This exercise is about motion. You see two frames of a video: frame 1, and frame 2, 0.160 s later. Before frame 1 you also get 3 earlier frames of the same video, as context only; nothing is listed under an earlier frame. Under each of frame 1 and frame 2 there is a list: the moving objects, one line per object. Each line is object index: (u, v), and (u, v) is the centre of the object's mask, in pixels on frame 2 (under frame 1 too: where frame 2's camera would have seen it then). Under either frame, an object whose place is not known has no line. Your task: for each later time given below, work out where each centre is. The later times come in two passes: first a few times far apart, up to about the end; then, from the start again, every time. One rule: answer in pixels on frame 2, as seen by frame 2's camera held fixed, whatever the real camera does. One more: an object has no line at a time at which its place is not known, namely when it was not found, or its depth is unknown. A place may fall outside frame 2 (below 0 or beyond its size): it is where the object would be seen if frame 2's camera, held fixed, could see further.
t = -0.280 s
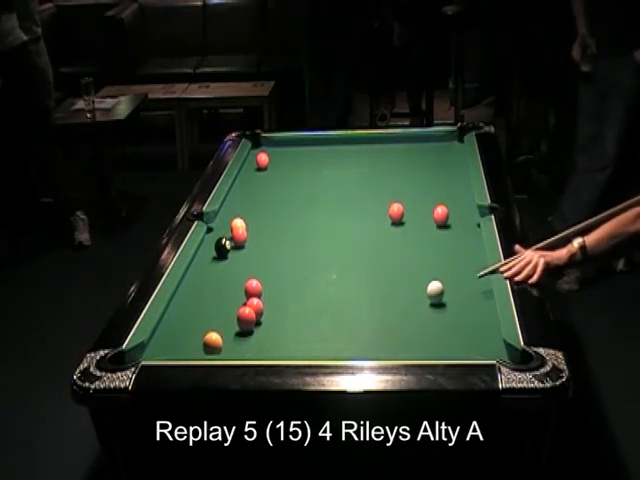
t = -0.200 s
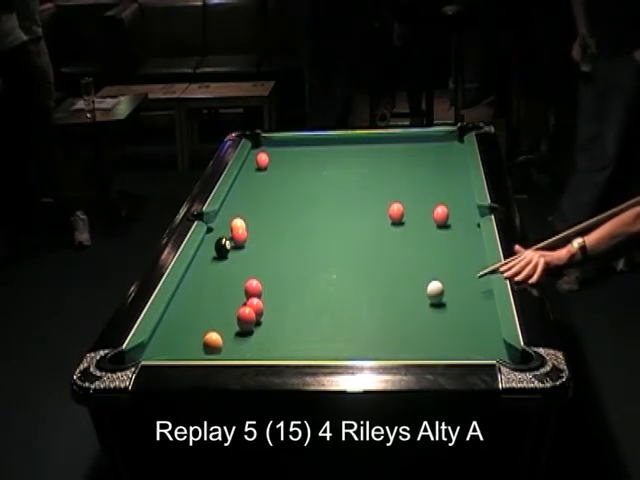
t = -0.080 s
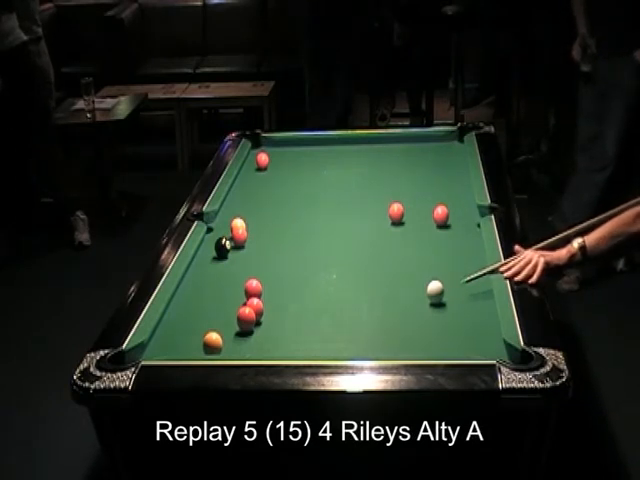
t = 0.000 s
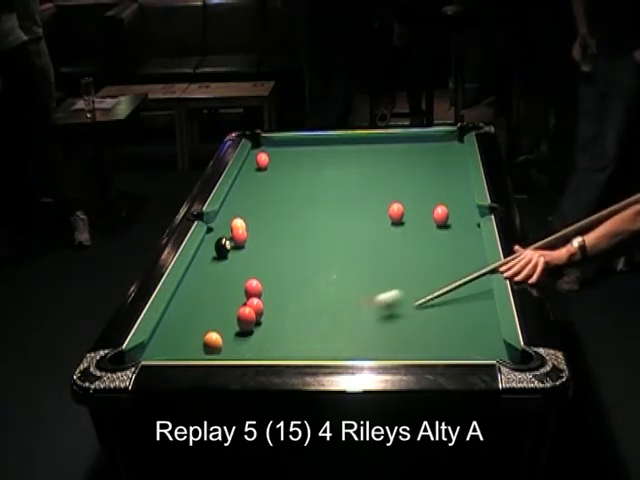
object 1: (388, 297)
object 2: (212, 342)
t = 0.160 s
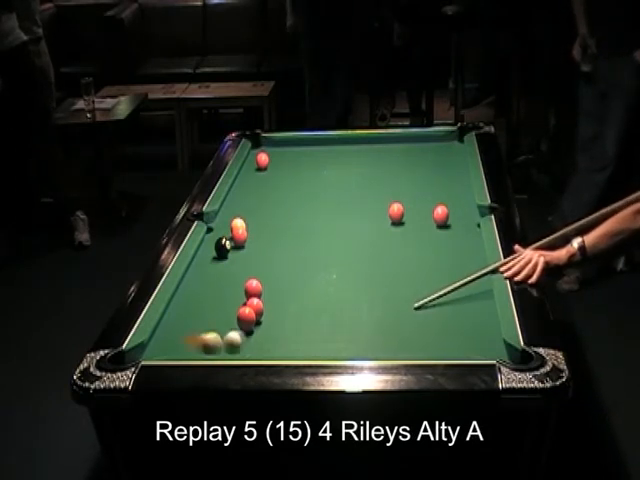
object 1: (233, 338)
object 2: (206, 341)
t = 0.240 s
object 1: (237, 345)
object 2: (143, 350)
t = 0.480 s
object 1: (266, 339)
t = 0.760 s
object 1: (299, 326)
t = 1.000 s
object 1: (325, 316)
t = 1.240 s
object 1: (348, 309)
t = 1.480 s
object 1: (369, 304)
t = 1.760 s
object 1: (391, 296)
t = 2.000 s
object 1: (407, 290)
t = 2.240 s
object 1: (420, 284)
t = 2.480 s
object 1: (432, 279)
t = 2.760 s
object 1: (443, 274)
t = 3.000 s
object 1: (451, 271)
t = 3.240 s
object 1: (457, 268)
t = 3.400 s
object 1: (460, 267)
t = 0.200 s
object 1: (235, 342)
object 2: (173, 344)
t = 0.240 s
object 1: (237, 345)
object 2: (143, 350)
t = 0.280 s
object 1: (239, 348)
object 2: (135, 355)
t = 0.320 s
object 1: (244, 346)
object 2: (129, 359)
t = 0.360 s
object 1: (250, 345)
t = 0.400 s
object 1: (255, 344)
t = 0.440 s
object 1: (261, 342)
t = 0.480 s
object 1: (266, 339)
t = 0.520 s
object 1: (271, 338)
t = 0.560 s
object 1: (276, 335)
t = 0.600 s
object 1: (281, 333)
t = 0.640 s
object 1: (285, 331)
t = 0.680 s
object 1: (290, 330)
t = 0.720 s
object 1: (295, 328)
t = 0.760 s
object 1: (299, 326)
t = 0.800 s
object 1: (304, 324)
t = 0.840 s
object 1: (308, 322)
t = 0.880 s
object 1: (313, 321)
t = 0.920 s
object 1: (317, 320)
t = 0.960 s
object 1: (321, 318)
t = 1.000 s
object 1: (325, 316)
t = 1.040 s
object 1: (329, 315)
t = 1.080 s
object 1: (333, 313)
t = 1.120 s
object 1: (337, 312)
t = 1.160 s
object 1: (341, 310)
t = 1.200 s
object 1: (345, 309)
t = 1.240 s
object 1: (348, 309)
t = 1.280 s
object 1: (352, 307)
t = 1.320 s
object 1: (356, 307)
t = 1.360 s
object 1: (359, 306)
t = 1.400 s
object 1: (363, 307)
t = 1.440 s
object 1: (366, 305)
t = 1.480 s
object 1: (369, 304)
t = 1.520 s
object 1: (372, 303)
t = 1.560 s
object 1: (376, 302)
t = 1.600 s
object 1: (379, 300)
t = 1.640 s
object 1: (382, 299)
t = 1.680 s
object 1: (385, 298)
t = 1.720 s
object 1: (388, 297)
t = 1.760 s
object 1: (391, 296)
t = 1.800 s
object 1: (394, 295)
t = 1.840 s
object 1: (396, 294)
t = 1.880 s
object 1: (399, 293)
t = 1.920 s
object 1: (402, 292)
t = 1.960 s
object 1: (404, 291)
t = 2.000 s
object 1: (407, 290)
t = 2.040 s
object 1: (409, 289)
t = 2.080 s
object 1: (411, 288)
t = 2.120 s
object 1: (414, 287)
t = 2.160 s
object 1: (416, 286)
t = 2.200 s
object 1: (418, 285)
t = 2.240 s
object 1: (420, 284)
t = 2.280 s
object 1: (422, 283)
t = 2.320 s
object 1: (424, 282)
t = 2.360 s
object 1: (426, 281)
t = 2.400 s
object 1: (428, 281)
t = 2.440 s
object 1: (430, 280)
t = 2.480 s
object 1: (432, 279)
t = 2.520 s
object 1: (434, 278)
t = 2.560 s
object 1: (435, 277)
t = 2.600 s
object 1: (437, 277)
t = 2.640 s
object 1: (438, 276)
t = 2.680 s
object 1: (440, 275)
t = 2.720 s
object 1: (442, 275)
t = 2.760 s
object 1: (443, 274)
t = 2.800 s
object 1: (444, 273)
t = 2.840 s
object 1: (446, 273)
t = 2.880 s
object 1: (447, 272)
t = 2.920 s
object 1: (448, 272)
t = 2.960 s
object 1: (449, 271)
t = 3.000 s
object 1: (451, 271)
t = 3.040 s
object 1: (452, 270)
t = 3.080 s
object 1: (453, 270)
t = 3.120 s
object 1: (454, 269)
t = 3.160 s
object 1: (455, 269)
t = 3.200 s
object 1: (456, 268)
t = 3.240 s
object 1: (457, 268)
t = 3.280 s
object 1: (458, 268)
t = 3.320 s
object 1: (458, 267)
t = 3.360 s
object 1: (459, 267)
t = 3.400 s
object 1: (460, 267)
